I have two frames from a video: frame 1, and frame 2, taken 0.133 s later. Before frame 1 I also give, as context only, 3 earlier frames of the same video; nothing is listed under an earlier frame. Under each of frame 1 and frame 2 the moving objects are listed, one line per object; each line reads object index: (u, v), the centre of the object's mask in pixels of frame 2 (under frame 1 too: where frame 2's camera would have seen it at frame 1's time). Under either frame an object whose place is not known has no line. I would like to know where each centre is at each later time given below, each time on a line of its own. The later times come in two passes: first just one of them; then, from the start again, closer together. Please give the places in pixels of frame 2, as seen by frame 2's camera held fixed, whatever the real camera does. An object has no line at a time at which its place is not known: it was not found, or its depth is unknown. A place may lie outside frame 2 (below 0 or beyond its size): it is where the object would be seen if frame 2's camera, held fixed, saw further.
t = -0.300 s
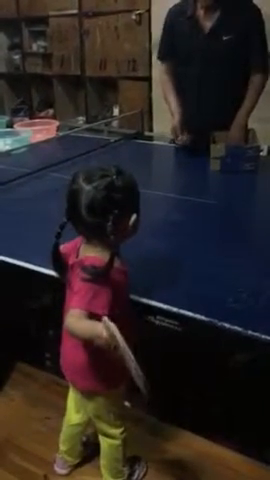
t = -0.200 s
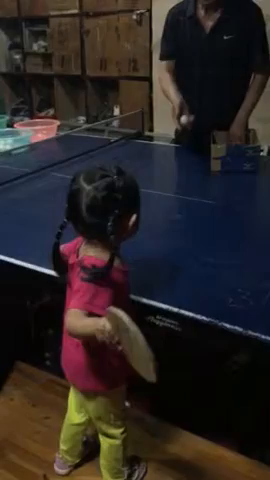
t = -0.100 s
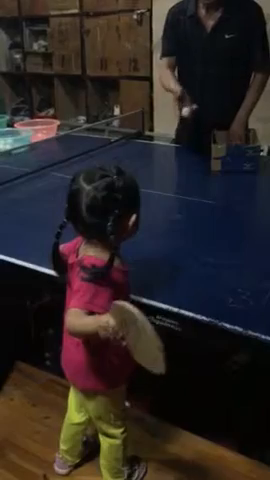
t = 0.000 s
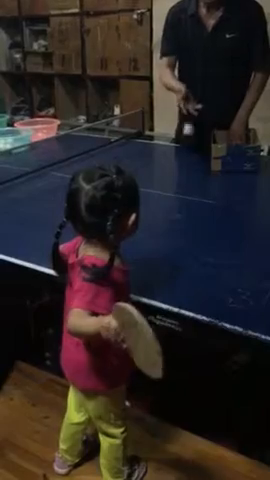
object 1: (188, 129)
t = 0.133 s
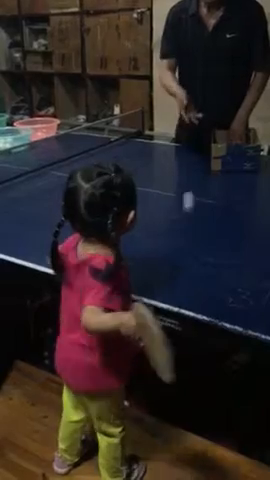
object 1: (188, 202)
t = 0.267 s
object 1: (193, 183)
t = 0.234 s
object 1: (192, 191)
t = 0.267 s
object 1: (193, 183)
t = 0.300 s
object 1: (194, 177)
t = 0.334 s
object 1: (196, 175)
